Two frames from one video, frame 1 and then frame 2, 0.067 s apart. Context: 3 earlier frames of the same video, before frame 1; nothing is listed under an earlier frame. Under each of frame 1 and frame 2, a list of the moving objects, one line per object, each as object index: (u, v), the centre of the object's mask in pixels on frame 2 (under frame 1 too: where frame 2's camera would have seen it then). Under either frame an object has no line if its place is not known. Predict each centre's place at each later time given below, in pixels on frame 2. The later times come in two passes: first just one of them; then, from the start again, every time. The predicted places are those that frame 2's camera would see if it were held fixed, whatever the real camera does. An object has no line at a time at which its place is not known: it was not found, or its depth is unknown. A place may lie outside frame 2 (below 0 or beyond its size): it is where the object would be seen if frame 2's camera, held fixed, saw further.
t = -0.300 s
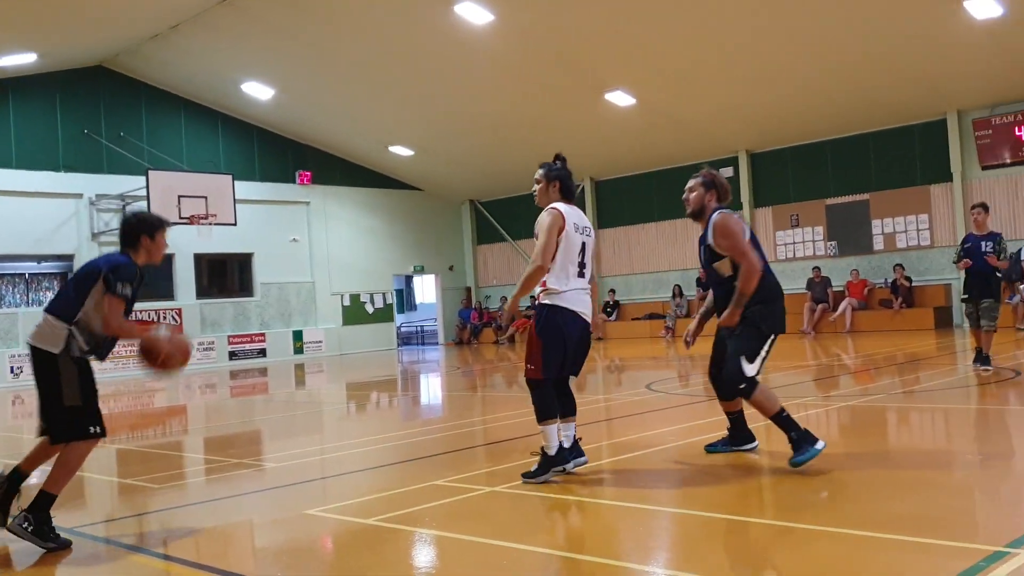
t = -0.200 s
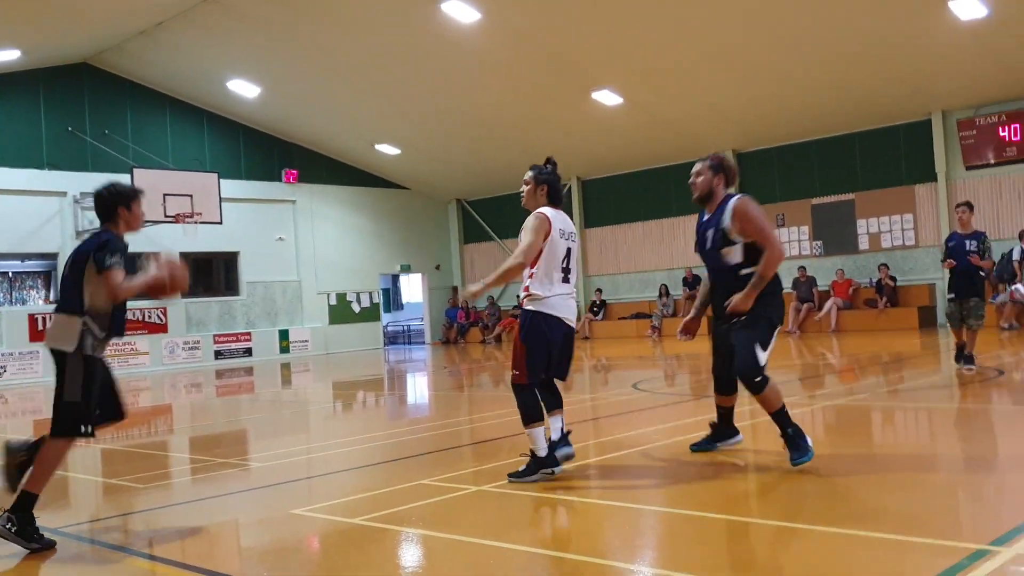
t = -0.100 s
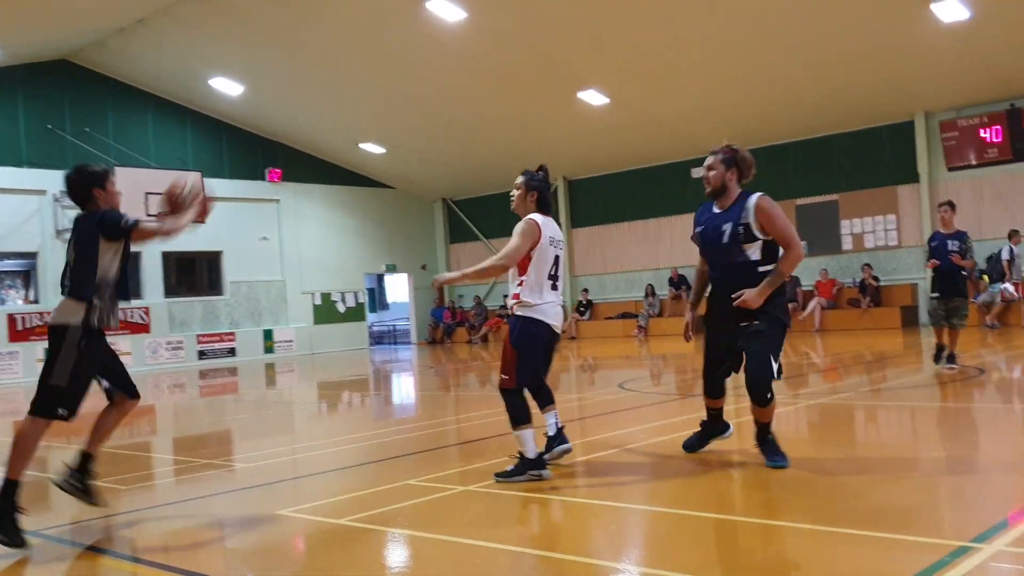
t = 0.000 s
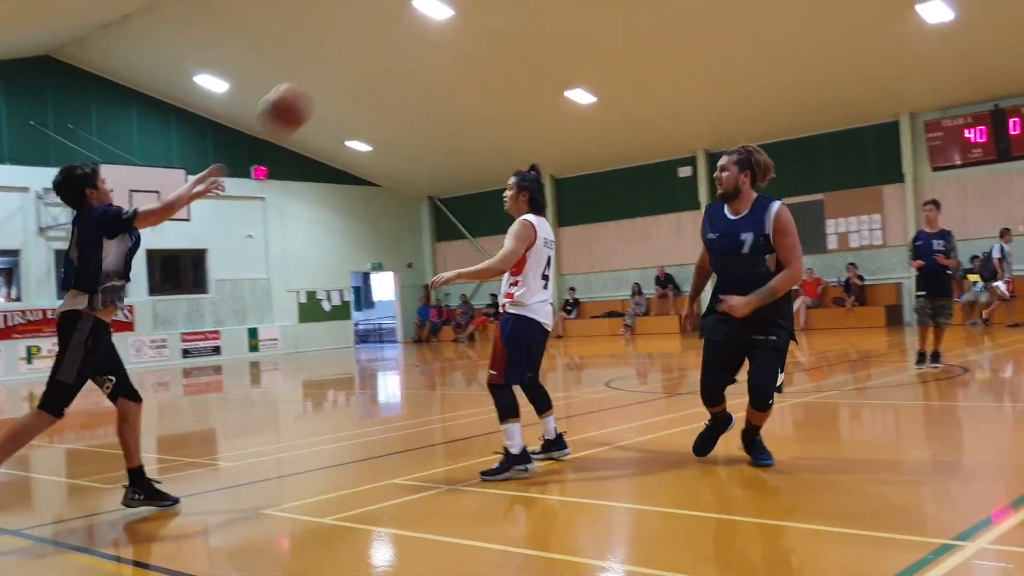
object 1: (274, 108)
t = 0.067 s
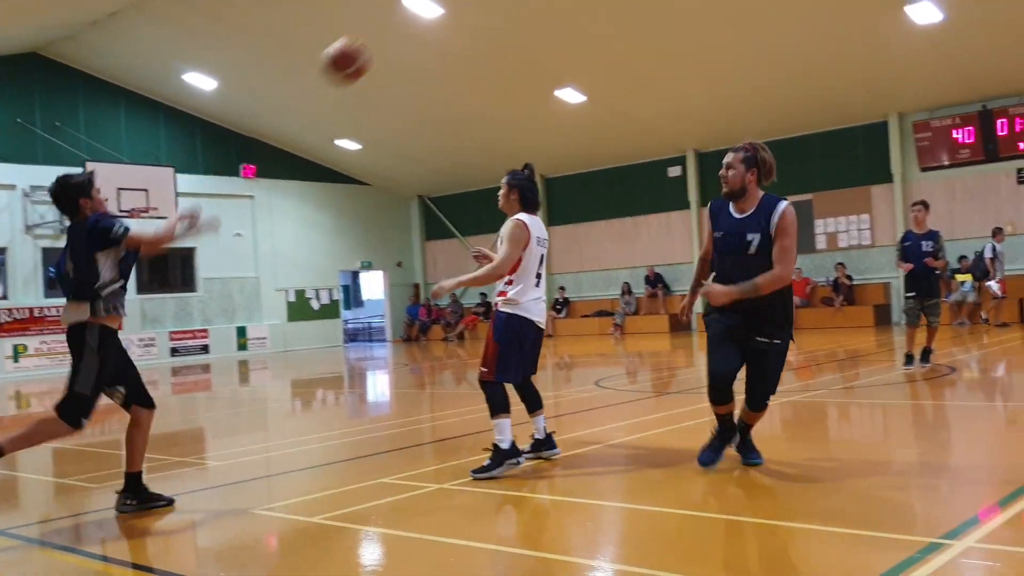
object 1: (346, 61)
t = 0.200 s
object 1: (465, 9)
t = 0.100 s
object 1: (379, 42)
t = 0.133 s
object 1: (407, 26)
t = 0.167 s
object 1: (442, 16)
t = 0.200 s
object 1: (465, 9)
